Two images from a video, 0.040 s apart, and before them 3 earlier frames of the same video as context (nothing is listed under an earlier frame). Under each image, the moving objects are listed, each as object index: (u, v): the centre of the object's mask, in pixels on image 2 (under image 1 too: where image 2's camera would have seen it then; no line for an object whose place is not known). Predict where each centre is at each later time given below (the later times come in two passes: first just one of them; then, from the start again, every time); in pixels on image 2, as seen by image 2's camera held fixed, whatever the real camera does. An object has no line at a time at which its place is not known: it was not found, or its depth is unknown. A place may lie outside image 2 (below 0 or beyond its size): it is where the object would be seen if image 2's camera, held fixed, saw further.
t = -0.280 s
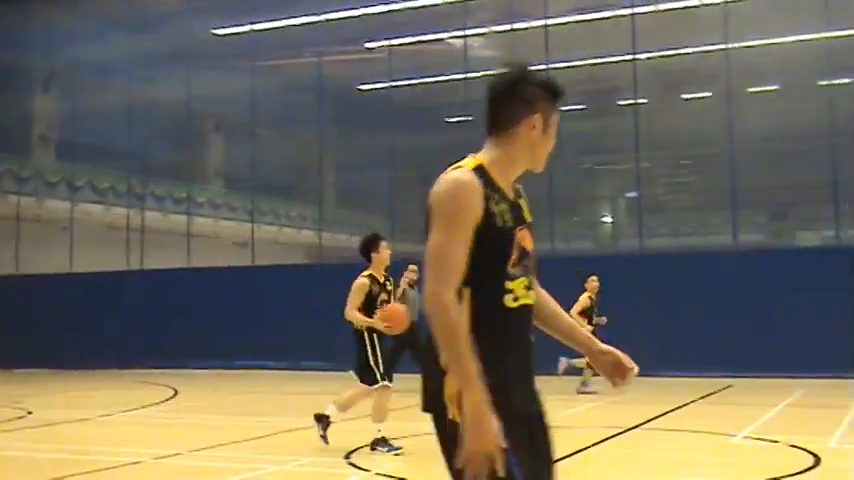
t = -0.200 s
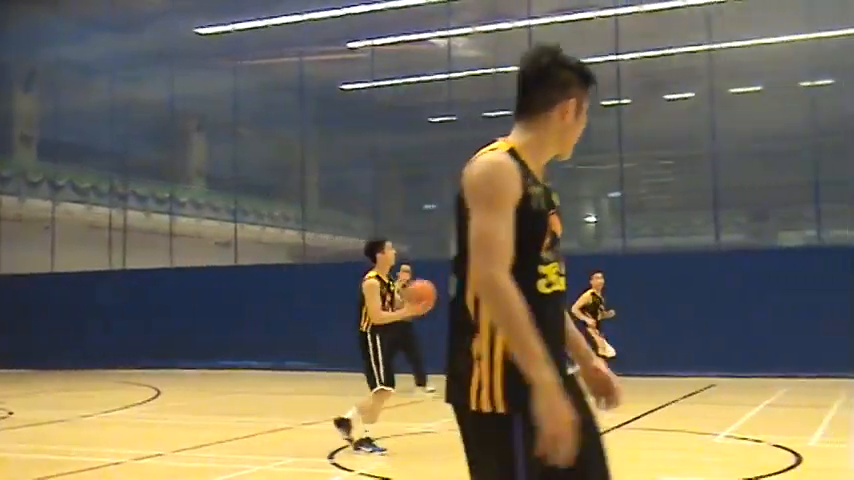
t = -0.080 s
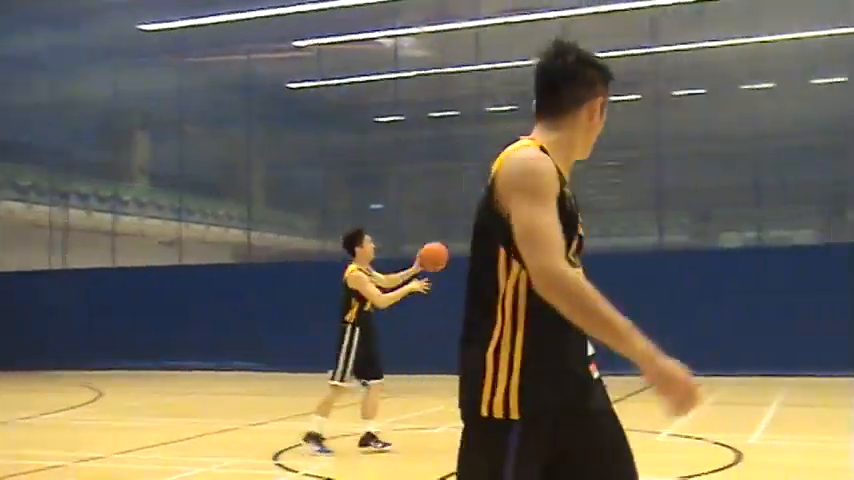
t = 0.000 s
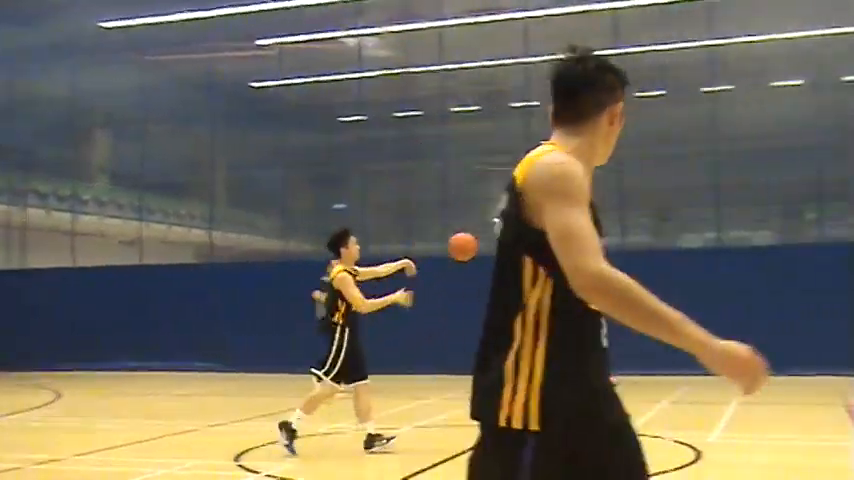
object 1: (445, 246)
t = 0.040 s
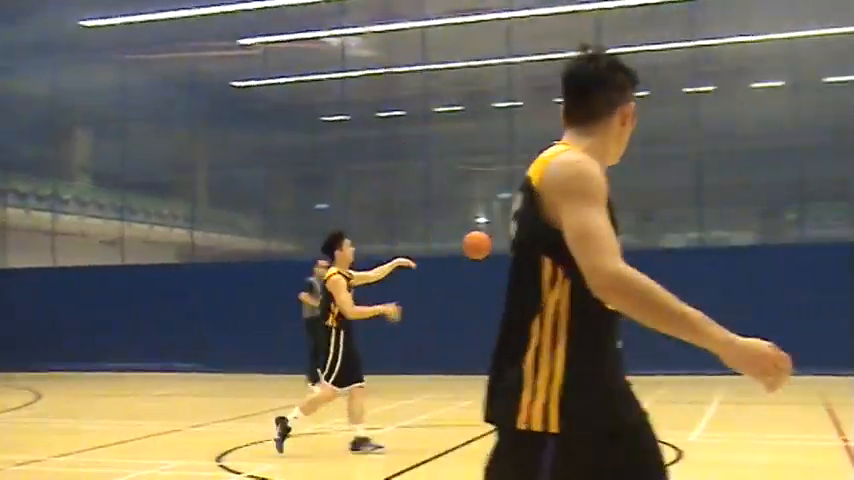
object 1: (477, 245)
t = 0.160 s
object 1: (560, 249)
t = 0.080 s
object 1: (506, 245)
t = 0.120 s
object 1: (535, 246)
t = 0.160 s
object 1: (560, 249)
